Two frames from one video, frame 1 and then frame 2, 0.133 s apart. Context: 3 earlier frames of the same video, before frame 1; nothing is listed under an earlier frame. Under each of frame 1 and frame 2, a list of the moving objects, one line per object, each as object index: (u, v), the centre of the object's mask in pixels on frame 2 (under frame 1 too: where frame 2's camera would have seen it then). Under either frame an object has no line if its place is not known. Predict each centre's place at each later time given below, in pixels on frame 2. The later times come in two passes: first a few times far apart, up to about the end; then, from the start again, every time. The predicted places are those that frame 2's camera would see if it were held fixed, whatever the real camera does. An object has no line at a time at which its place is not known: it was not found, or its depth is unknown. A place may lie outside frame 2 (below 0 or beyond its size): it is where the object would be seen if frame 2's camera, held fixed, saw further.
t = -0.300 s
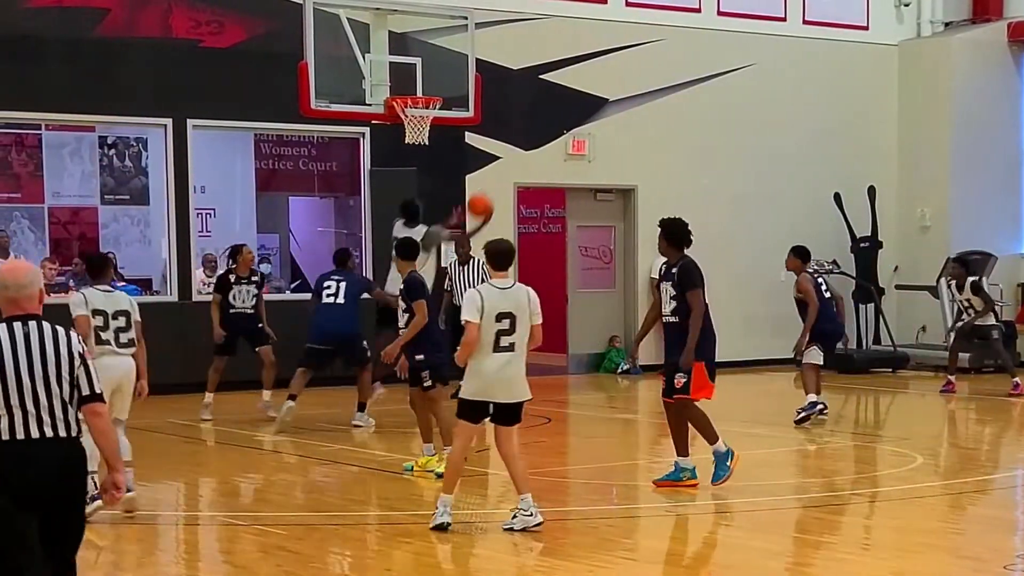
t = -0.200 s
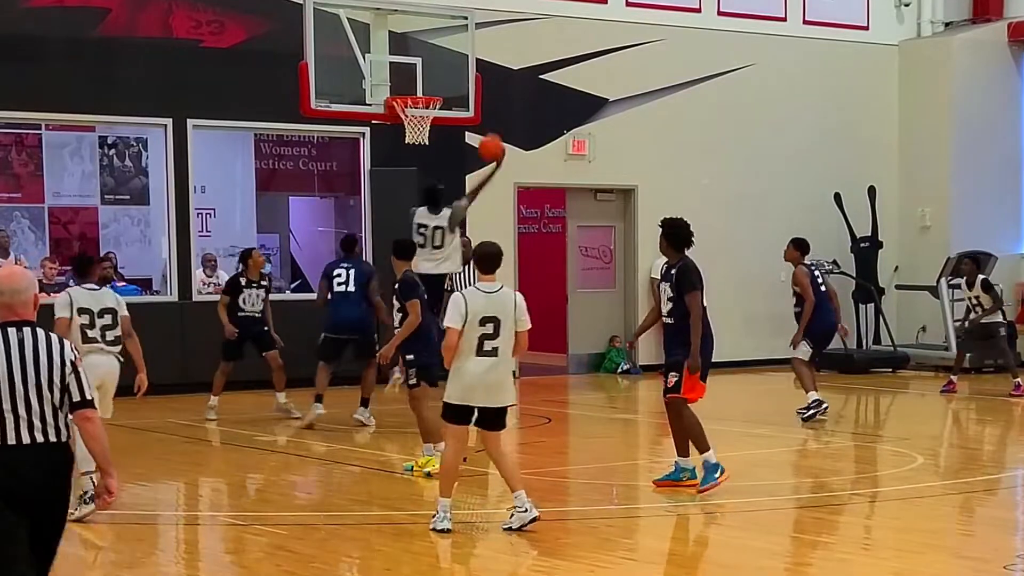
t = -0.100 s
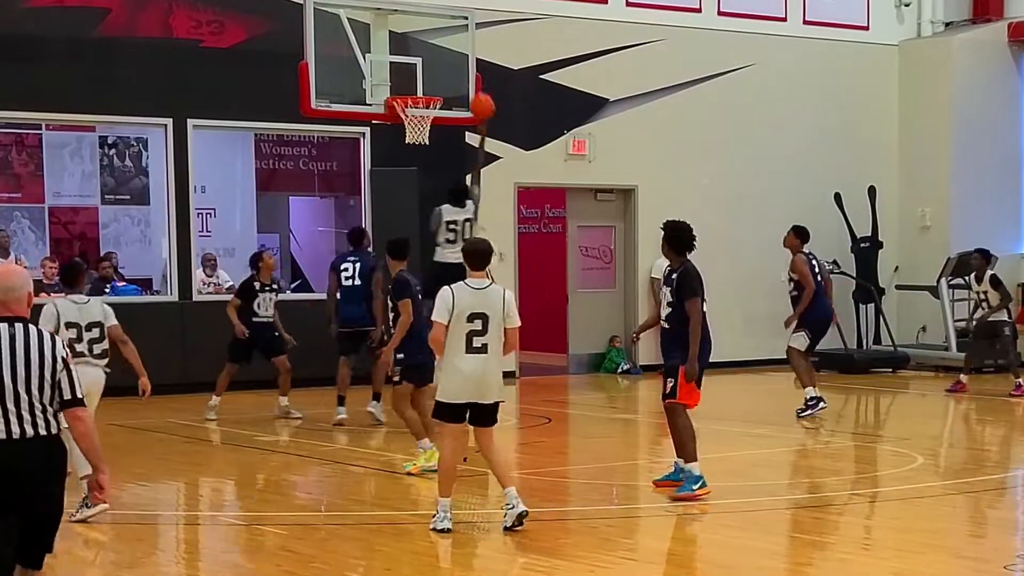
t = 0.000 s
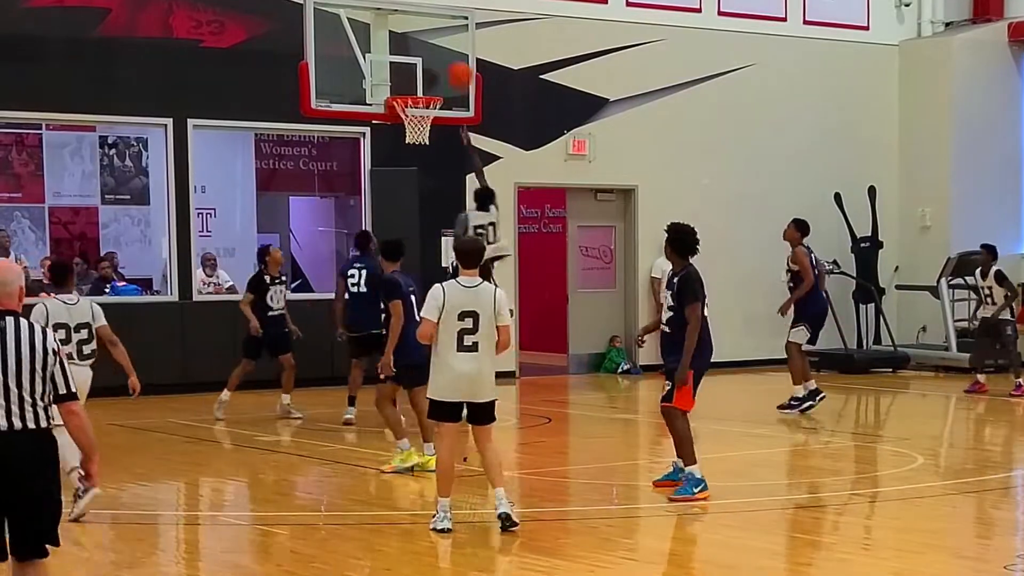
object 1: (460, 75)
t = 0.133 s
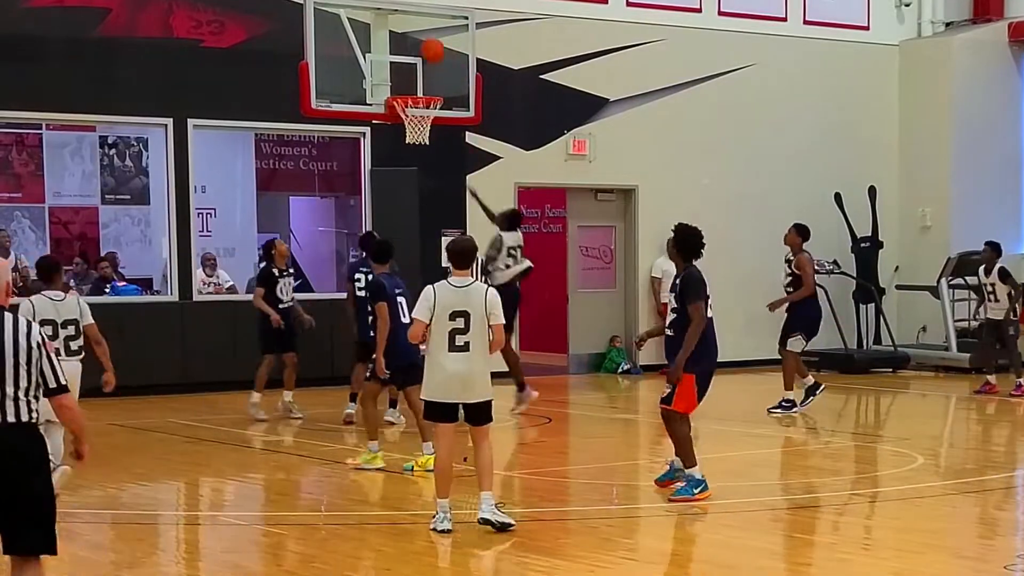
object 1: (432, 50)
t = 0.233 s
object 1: (430, 53)
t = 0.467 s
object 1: (428, 91)
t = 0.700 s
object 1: (416, 142)
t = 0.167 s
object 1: (432, 50)
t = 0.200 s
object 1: (431, 51)
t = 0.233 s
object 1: (430, 53)
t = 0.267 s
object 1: (429, 54)
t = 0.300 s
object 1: (429, 61)
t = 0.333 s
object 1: (429, 67)
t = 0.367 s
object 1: (429, 70)
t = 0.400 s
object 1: (428, 82)
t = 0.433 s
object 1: (428, 88)
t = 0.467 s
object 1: (428, 91)
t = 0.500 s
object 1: (425, 111)
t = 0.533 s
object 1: (424, 112)
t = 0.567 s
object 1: (424, 111)
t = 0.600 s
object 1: (421, 132)
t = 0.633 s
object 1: (420, 133)
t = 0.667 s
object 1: (419, 135)
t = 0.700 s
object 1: (416, 142)
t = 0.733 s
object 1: (414, 149)
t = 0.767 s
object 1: (414, 153)
